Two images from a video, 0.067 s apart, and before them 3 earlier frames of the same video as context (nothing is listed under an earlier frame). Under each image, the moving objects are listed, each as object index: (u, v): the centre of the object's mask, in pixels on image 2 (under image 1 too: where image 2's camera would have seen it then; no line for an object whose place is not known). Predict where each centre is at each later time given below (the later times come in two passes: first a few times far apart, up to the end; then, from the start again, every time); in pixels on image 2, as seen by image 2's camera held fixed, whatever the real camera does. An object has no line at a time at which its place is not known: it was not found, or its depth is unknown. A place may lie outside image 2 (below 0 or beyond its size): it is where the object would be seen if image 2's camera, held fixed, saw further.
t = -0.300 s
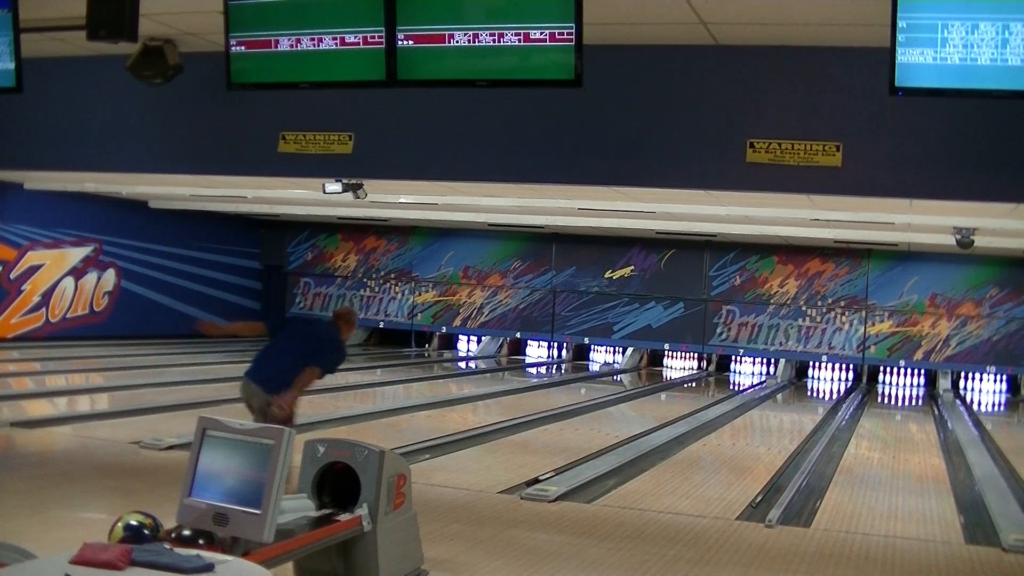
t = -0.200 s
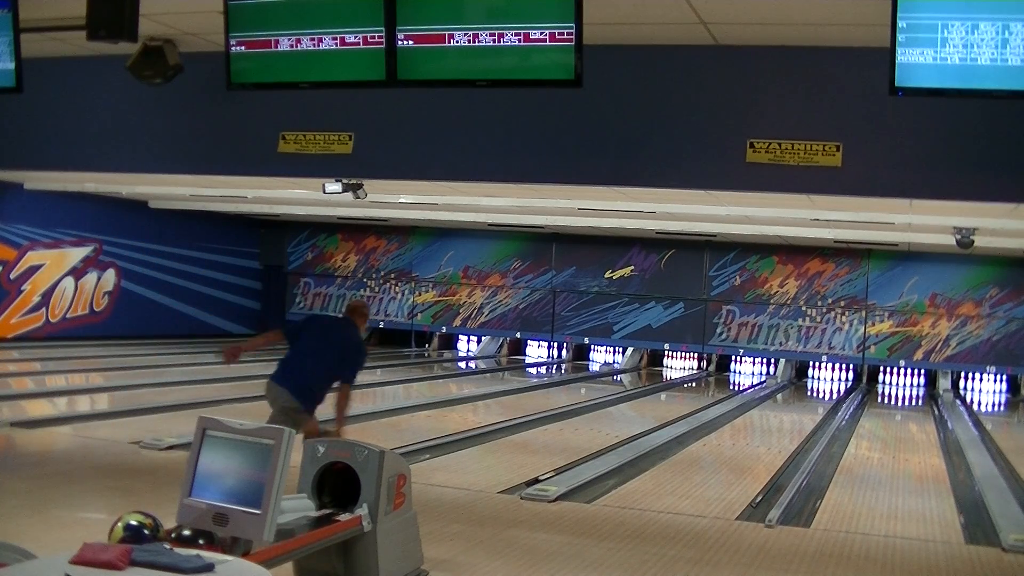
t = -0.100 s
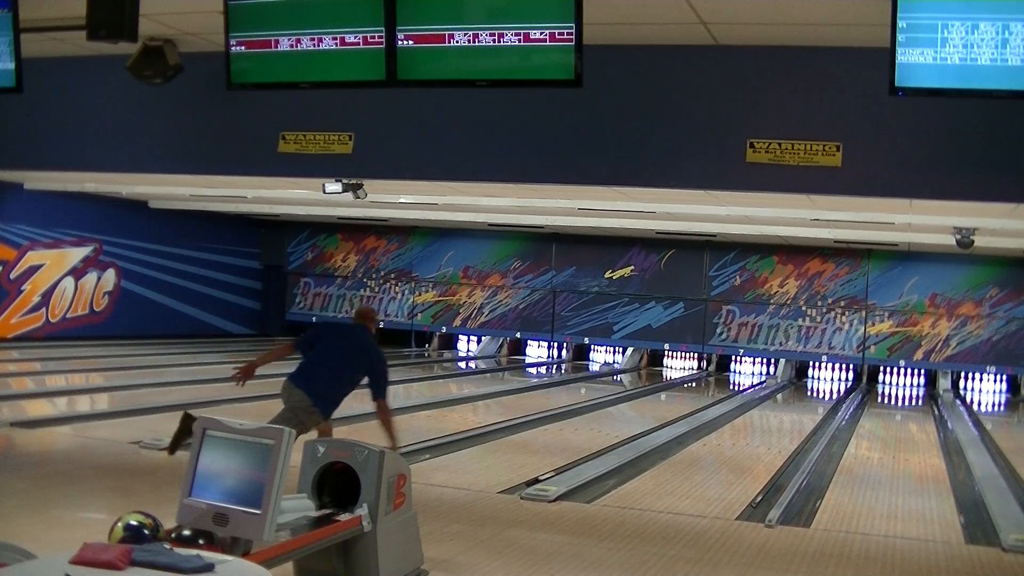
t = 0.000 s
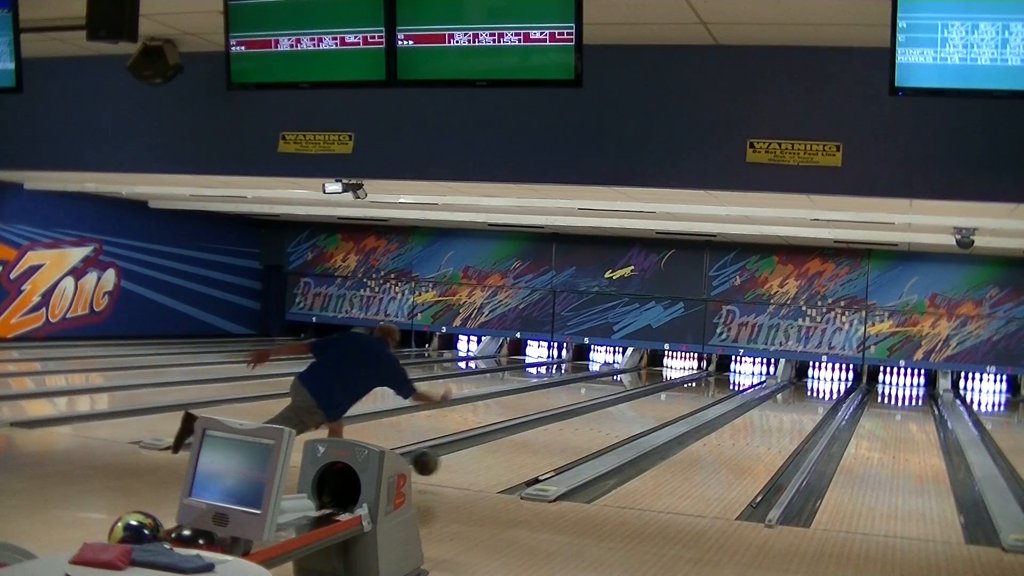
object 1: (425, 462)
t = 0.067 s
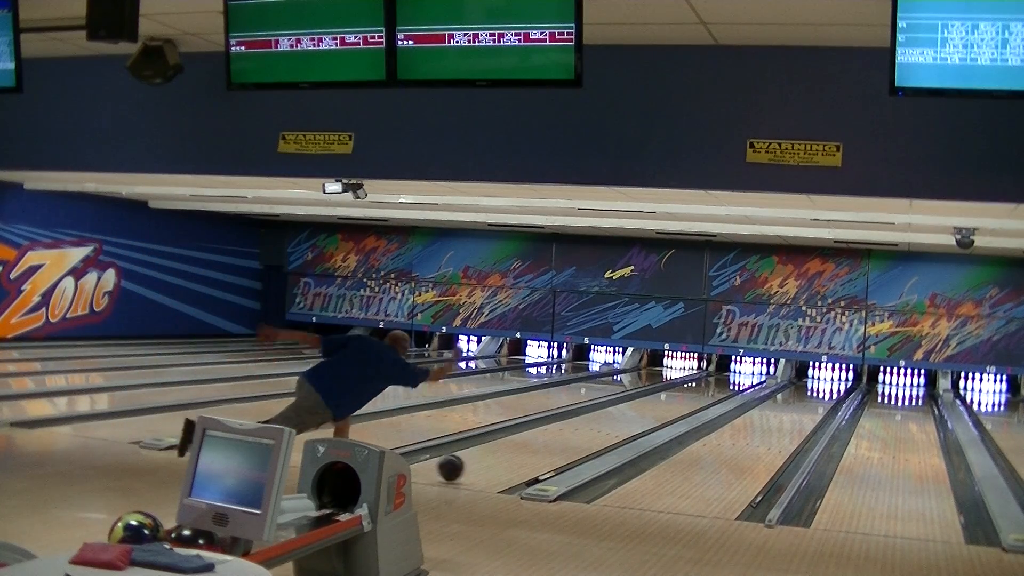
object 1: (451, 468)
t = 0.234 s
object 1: (506, 454)
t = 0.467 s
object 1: (565, 434)
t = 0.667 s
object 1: (603, 422)
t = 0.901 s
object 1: (638, 411)
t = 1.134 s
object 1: (666, 402)
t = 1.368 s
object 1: (687, 396)
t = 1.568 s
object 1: (703, 391)
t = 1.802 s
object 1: (716, 384)
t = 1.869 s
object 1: (719, 385)
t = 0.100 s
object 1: (463, 465)
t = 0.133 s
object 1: (475, 462)
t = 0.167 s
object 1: (485, 459)
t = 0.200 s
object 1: (496, 456)
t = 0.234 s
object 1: (506, 454)
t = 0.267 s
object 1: (515, 450)
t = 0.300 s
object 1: (524, 447)
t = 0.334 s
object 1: (533, 445)
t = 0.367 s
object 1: (541, 442)
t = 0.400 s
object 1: (550, 439)
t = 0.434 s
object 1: (557, 437)
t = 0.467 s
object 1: (565, 434)
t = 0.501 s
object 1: (572, 432)
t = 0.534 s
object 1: (578, 430)
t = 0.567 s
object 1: (585, 428)
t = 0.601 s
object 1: (591, 426)
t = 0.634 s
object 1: (597, 424)
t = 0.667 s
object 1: (603, 422)
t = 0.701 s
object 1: (609, 420)
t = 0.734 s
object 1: (614, 419)
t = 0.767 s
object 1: (619, 418)
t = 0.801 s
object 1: (624, 416)
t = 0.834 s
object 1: (629, 414)
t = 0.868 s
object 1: (634, 413)
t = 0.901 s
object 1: (638, 411)
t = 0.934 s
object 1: (642, 410)
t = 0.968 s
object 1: (646, 409)
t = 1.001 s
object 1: (651, 408)
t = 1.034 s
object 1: (655, 406)
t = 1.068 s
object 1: (658, 405)
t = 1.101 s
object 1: (662, 403)
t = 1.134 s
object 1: (666, 402)
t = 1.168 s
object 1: (669, 401)
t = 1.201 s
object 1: (672, 401)
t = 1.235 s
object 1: (676, 399)
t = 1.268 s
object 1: (678, 399)
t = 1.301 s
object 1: (682, 398)
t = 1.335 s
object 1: (685, 396)
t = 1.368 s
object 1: (687, 396)
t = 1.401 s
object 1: (690, 394)
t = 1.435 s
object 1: (692, 394)
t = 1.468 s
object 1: (694, 393)
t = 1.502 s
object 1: (698, 393)
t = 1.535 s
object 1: (701, 390)
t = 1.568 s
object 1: (703, 391)
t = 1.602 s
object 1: (705, 390)
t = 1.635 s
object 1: (707, 388)
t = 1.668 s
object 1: (708, 389)
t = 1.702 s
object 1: (710, 388)
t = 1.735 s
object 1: (712, 385)
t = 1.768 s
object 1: (716, 387)
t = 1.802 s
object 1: (716, 384)
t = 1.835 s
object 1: (719, 385)
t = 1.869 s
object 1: (719, 385)
